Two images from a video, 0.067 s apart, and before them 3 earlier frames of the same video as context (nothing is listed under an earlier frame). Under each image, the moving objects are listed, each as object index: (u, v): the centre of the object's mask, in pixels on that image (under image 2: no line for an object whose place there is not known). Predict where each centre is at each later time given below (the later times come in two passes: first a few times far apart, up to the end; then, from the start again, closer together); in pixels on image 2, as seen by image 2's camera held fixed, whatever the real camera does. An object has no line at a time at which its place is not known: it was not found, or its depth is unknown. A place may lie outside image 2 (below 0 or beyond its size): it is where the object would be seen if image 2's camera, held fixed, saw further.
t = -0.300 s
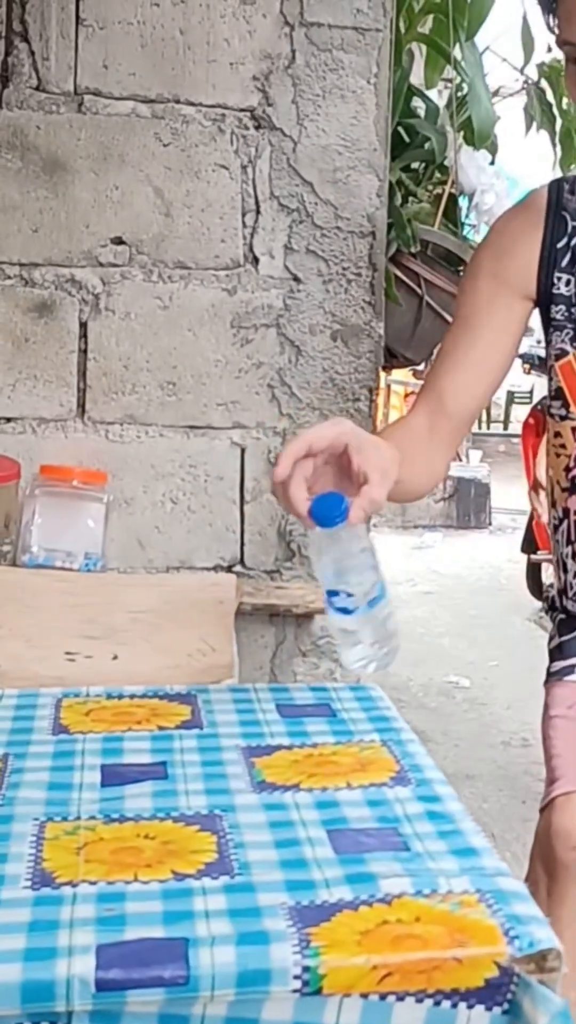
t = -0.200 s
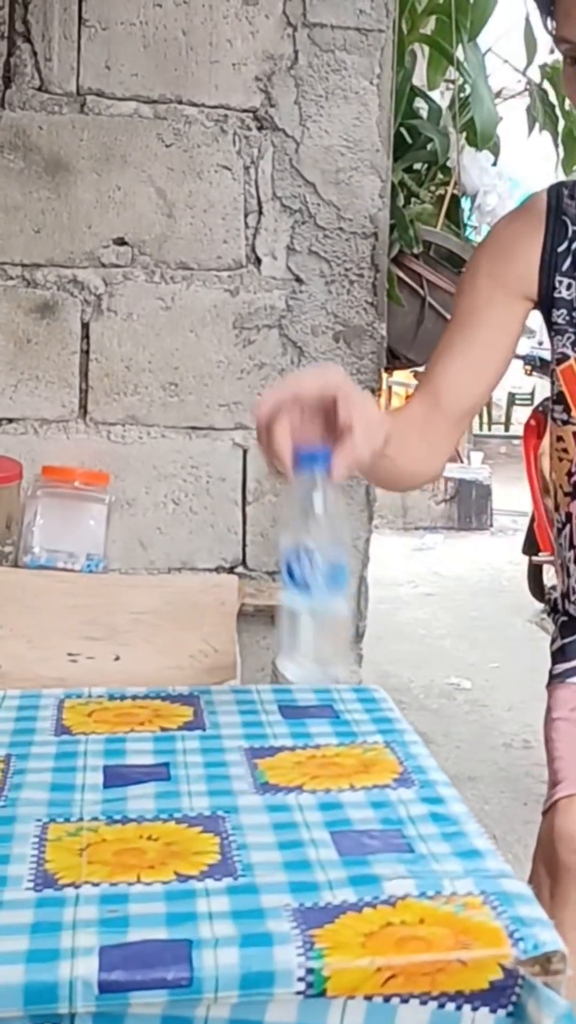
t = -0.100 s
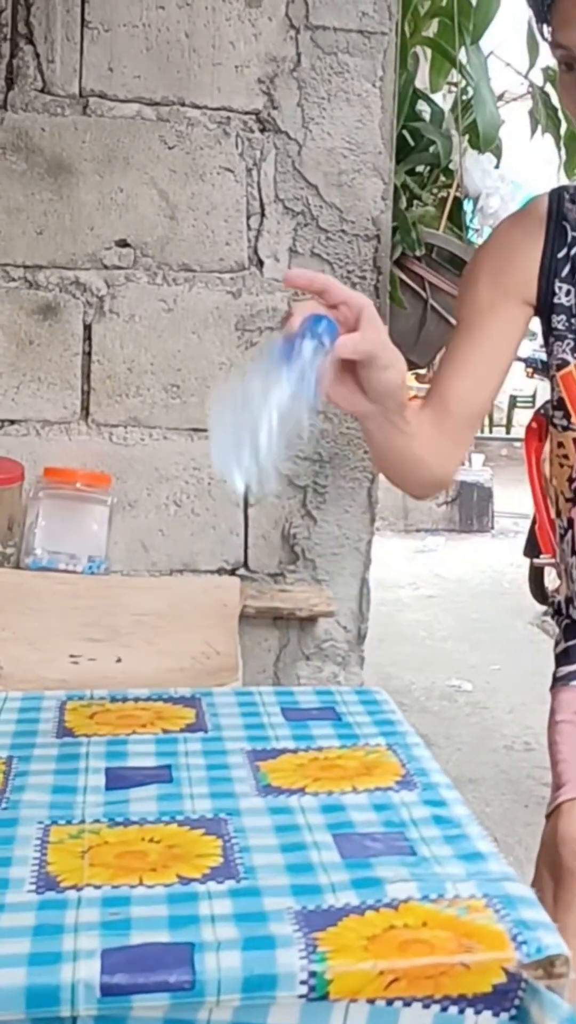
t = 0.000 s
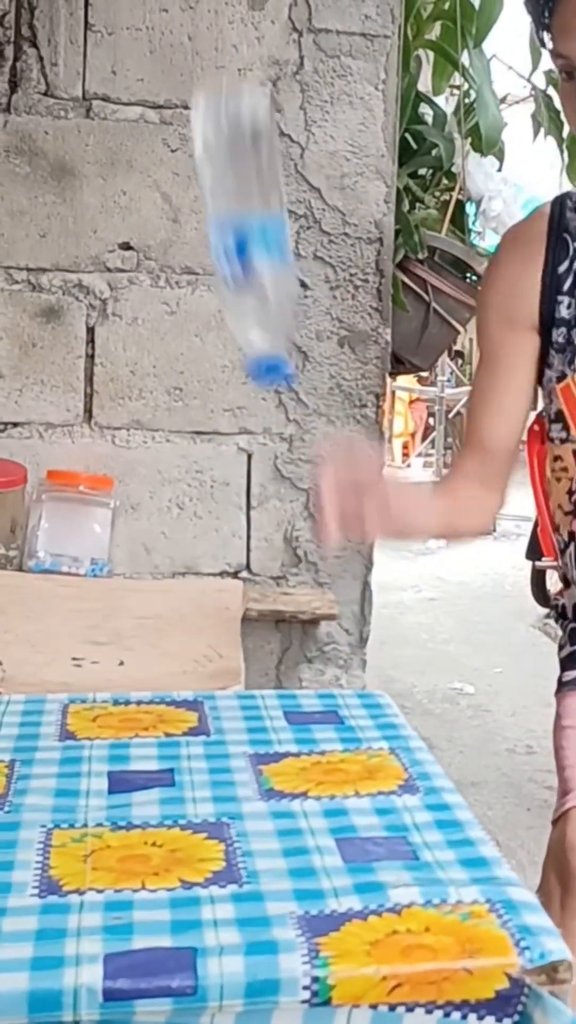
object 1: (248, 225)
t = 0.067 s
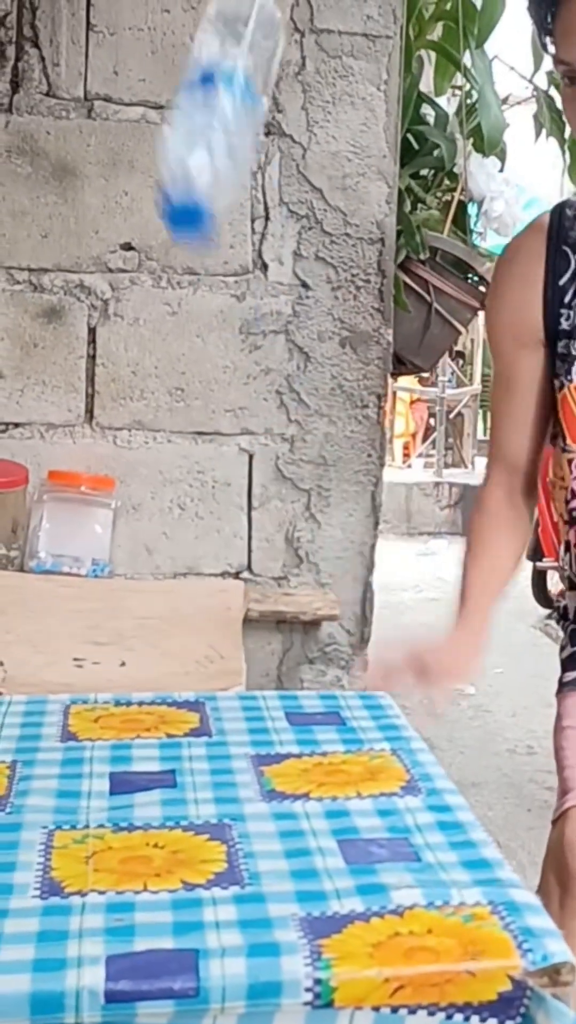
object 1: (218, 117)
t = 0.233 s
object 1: (163, 153)
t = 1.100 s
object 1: (29, 781)
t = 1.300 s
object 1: (17, 786)
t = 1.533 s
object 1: (8, 791)
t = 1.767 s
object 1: (-10, 800)
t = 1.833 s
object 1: (-15, 802)
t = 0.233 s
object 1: (163, 153)
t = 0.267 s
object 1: (155, 220)
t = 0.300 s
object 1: (148, 312)
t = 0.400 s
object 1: (120, 693)
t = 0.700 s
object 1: (38, 784)
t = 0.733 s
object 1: (37, 783)
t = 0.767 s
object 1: (35, 782)
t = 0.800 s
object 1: (33, 780)
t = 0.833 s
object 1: (31, 778)
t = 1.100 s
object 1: (29, 781)
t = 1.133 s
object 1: (29, 782)
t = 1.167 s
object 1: (27, 783)
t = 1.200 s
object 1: (25, 783)
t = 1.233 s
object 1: (23, 784)
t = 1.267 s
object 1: (19, 785)
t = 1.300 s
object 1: (17, 786)
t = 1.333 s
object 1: (16, 787)
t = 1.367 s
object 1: (16, 788)
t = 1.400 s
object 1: (14, 788)
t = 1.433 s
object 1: (13, 788)
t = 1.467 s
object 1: (12, 789)
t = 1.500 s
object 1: (10, 790)
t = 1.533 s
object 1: (8, 791)
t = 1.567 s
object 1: (5, 792)
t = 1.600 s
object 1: (2, 793)
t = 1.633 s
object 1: (0, 794)
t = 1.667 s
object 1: (-2, 796)
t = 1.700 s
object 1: (-4, 797)
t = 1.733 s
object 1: (-7, 798)
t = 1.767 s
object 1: (-10, 800)
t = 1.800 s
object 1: (-12, 801)
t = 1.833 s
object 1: (-15, 802)
